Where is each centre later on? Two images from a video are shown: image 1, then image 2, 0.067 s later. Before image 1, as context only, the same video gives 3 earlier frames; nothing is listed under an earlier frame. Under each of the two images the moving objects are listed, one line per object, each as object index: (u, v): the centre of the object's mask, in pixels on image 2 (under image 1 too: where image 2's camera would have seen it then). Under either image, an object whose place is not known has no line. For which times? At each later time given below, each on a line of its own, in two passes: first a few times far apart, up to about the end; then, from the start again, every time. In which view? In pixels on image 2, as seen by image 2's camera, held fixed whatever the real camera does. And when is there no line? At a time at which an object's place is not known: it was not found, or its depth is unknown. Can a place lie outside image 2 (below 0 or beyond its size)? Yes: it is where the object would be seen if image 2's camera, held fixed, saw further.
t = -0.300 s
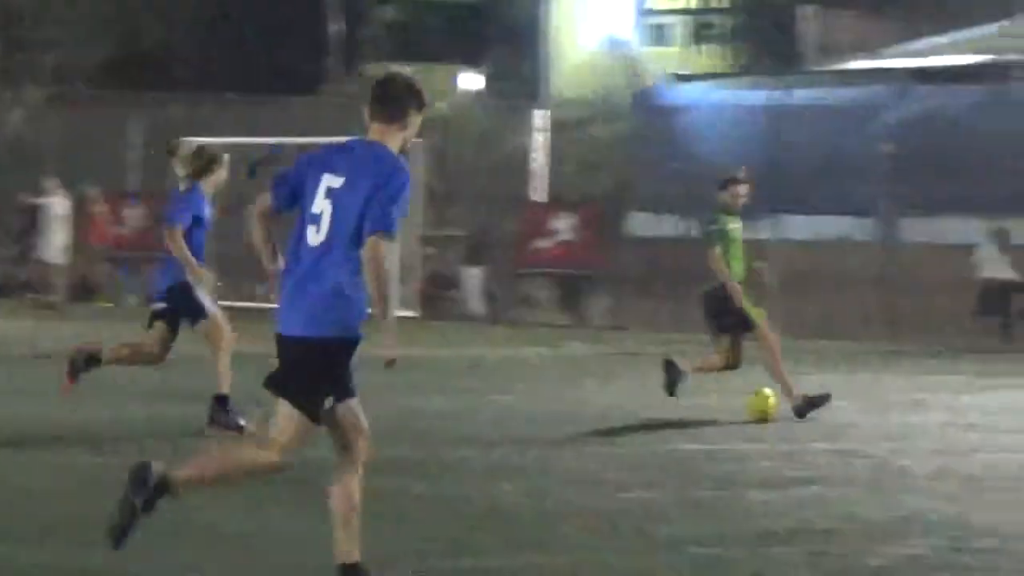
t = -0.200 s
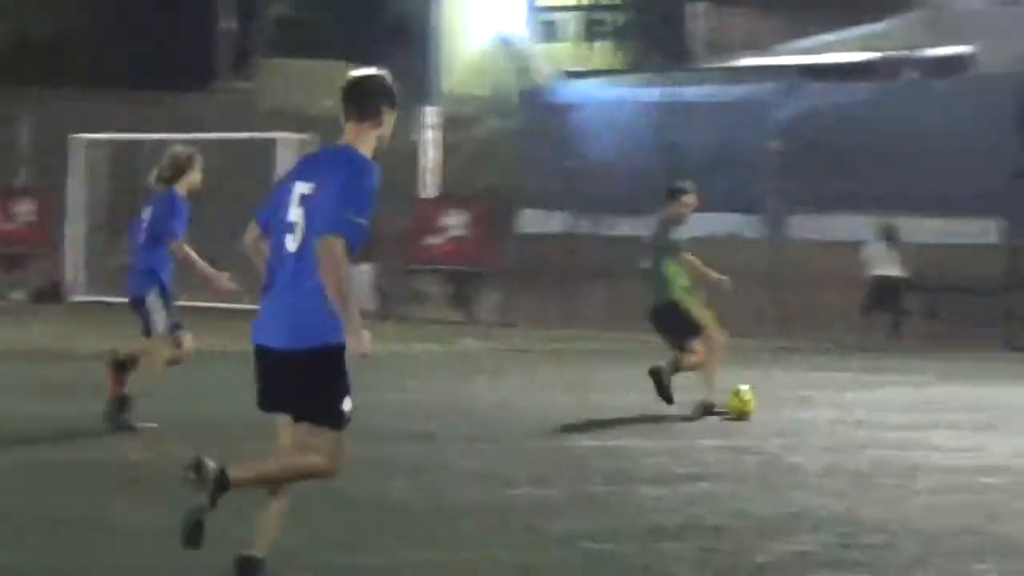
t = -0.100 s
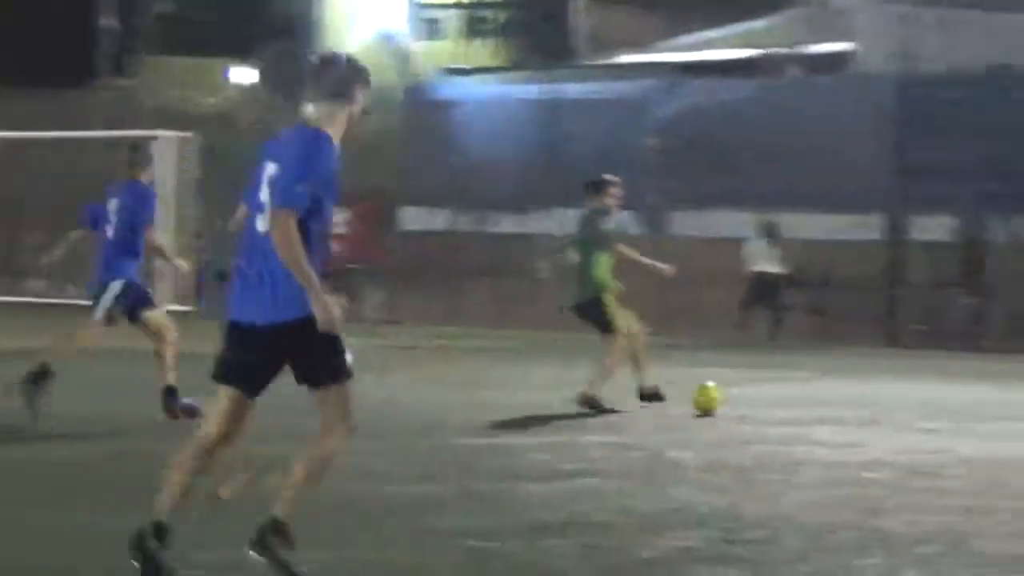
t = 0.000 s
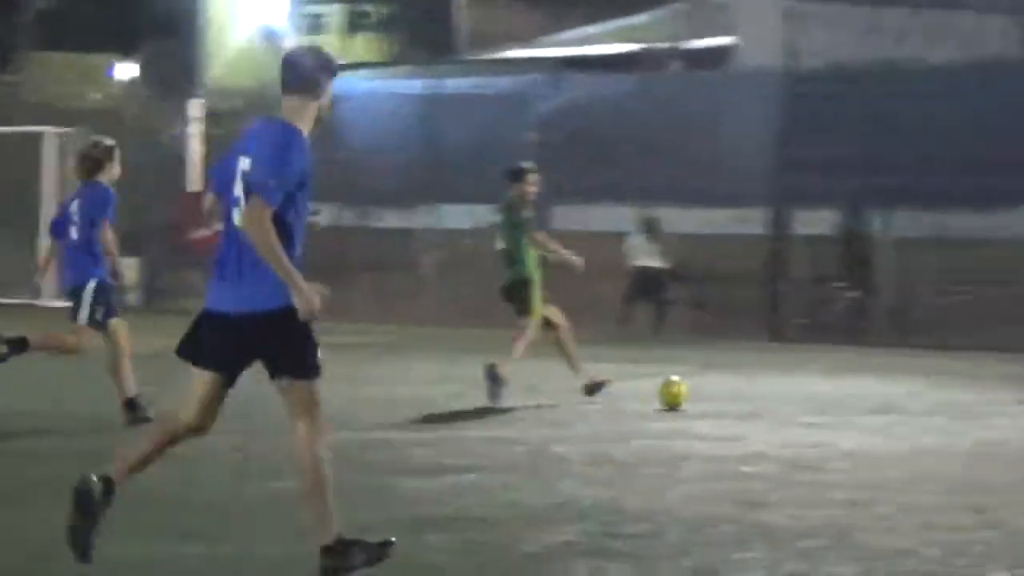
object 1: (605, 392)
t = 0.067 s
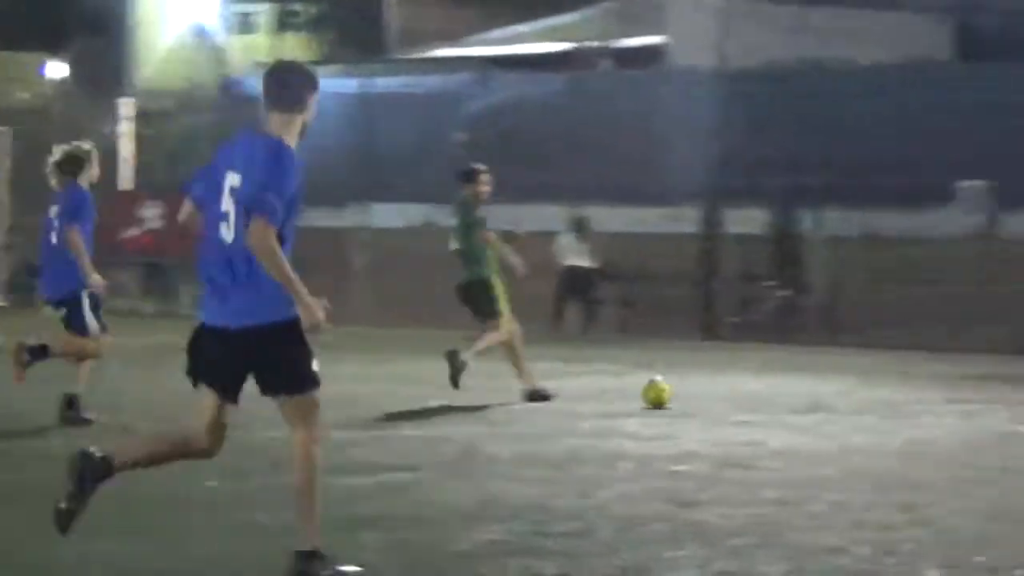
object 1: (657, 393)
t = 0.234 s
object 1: (786, 392)
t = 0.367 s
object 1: (886, 393)
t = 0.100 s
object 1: (683, 392)
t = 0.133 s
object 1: (708, 392)
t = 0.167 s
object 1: (734, 392)
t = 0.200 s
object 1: (759, 392)
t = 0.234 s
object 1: (786, 392)
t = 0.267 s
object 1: (812, 392)
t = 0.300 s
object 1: (835, 392)
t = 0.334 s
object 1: (862, 392)
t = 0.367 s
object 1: (886, 393)
